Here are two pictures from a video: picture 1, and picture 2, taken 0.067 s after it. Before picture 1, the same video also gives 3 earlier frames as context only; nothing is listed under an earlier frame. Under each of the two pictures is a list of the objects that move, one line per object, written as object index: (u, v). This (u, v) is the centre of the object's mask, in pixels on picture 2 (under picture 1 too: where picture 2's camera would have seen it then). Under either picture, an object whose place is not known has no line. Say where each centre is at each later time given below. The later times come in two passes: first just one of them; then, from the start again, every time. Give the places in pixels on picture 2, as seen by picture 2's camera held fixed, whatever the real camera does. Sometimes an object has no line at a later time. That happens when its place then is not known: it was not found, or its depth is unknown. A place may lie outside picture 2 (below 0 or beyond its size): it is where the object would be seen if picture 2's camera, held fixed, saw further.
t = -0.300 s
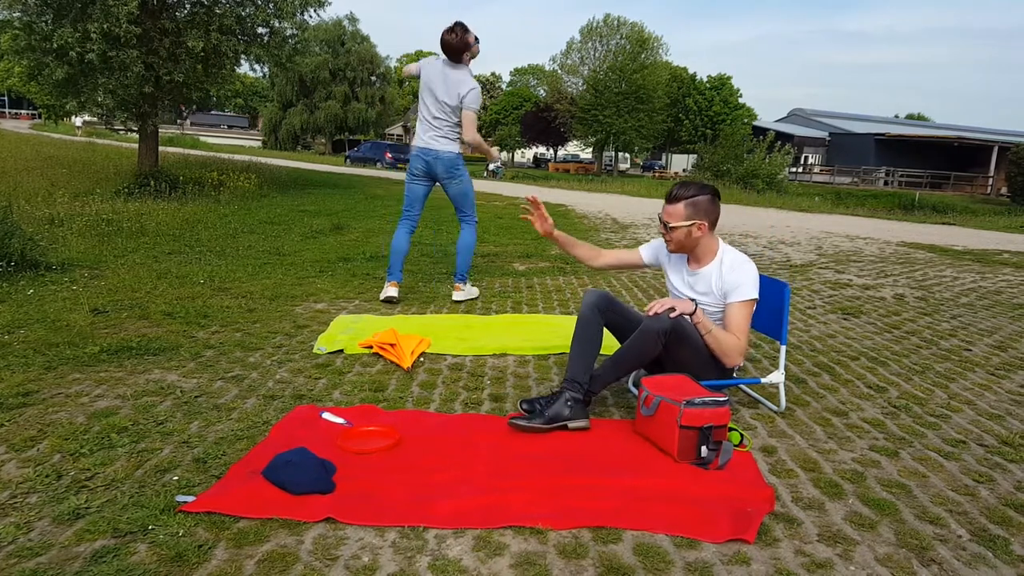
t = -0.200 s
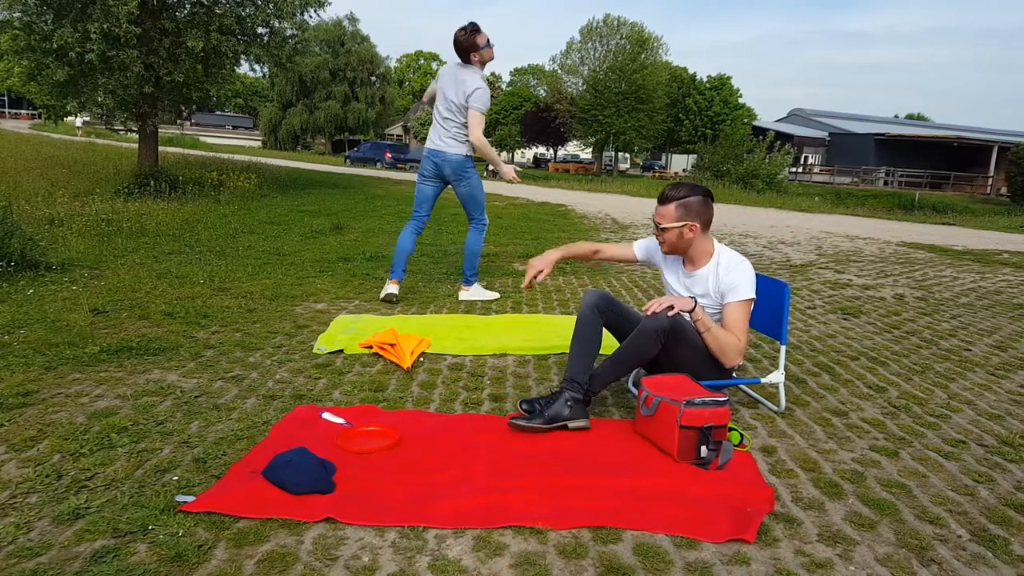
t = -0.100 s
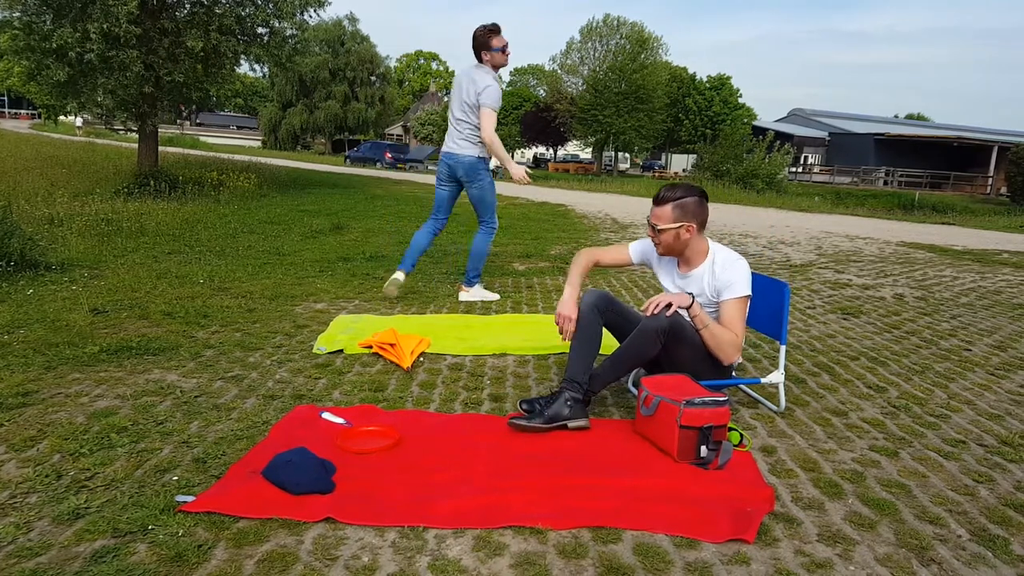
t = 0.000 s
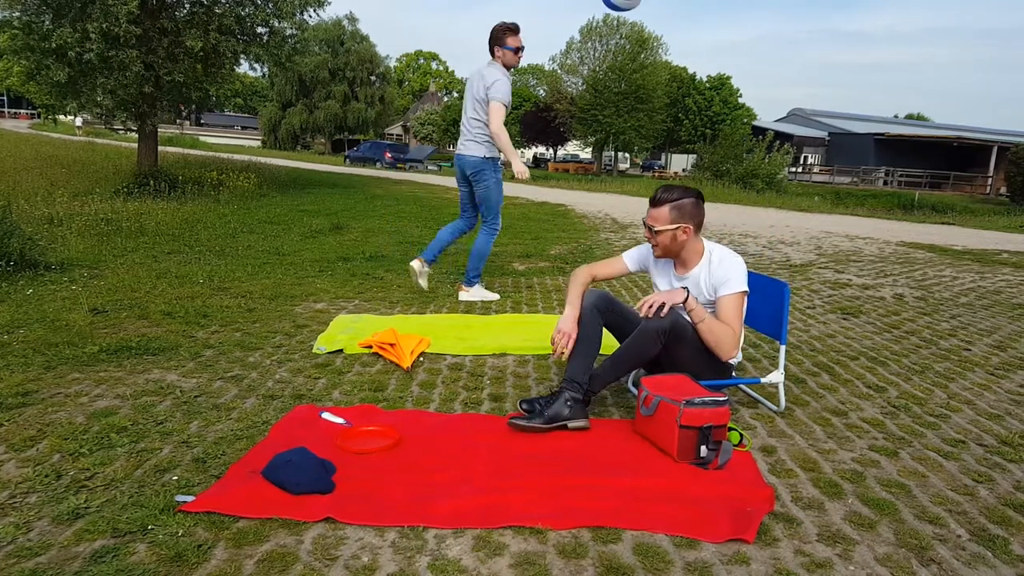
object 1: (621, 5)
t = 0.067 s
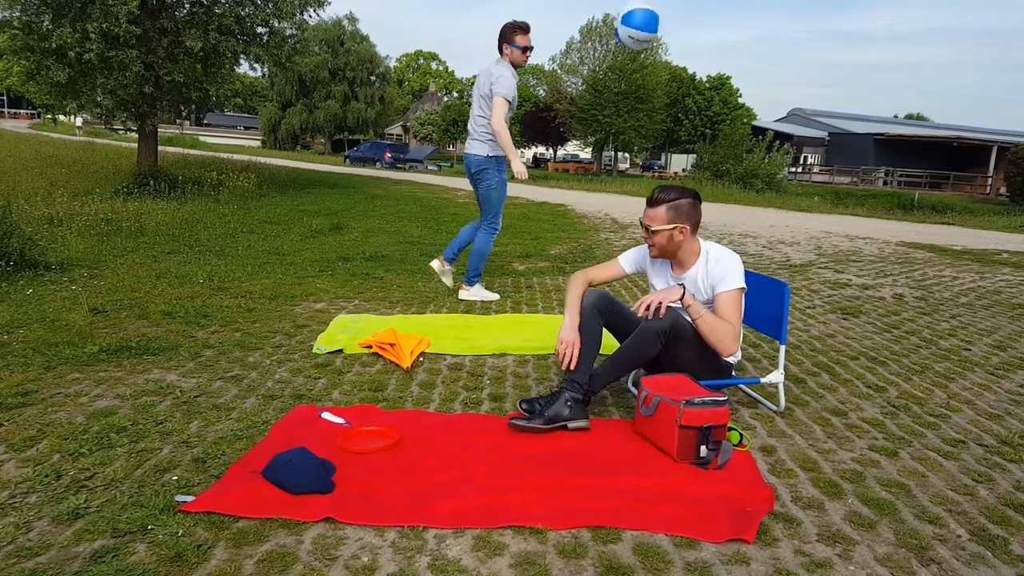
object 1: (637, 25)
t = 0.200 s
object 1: (663, 114)
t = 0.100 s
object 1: (644, 46)
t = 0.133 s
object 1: (650, 68)
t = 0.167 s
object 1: (657, 91)
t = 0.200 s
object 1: (663, 114)
